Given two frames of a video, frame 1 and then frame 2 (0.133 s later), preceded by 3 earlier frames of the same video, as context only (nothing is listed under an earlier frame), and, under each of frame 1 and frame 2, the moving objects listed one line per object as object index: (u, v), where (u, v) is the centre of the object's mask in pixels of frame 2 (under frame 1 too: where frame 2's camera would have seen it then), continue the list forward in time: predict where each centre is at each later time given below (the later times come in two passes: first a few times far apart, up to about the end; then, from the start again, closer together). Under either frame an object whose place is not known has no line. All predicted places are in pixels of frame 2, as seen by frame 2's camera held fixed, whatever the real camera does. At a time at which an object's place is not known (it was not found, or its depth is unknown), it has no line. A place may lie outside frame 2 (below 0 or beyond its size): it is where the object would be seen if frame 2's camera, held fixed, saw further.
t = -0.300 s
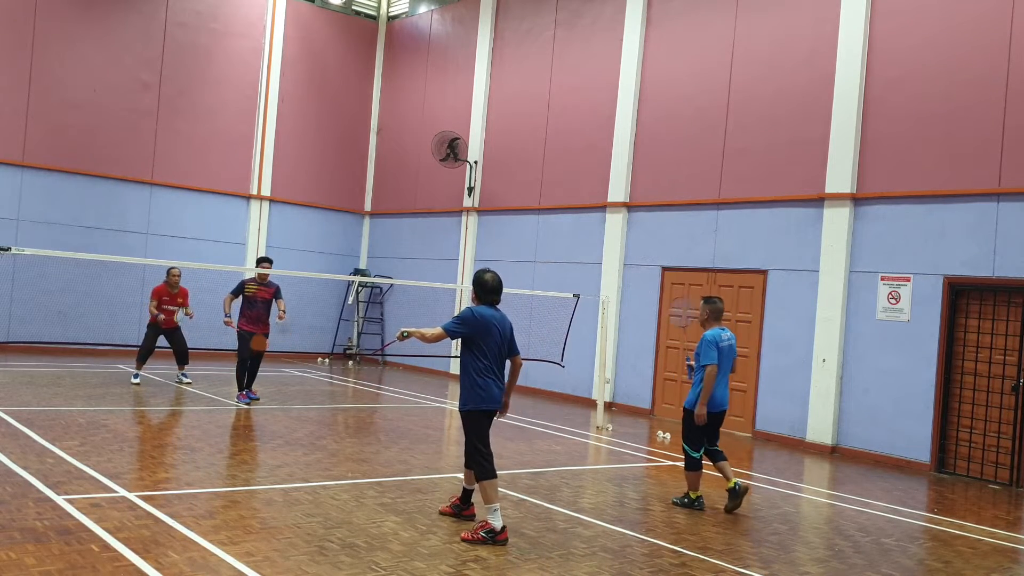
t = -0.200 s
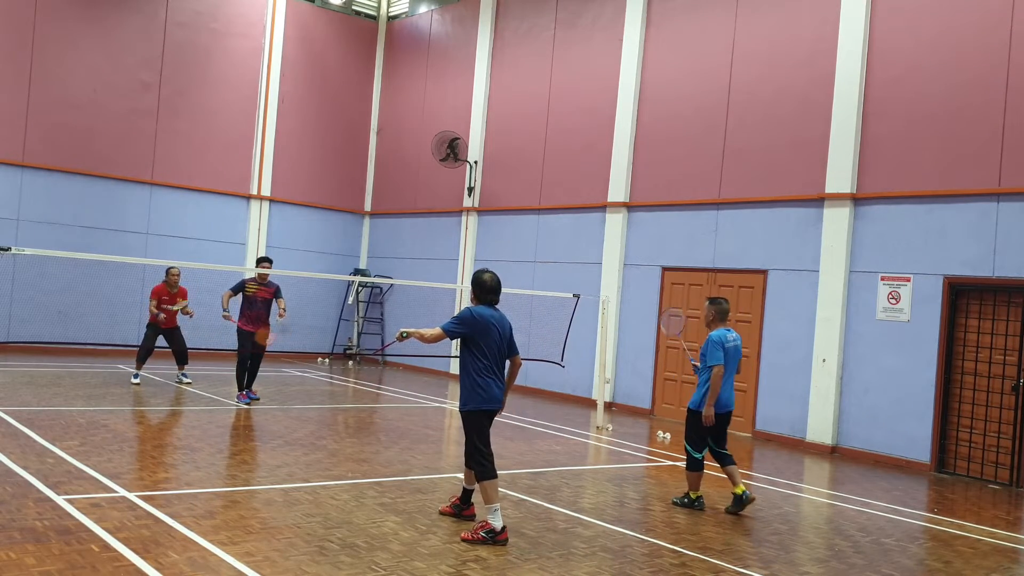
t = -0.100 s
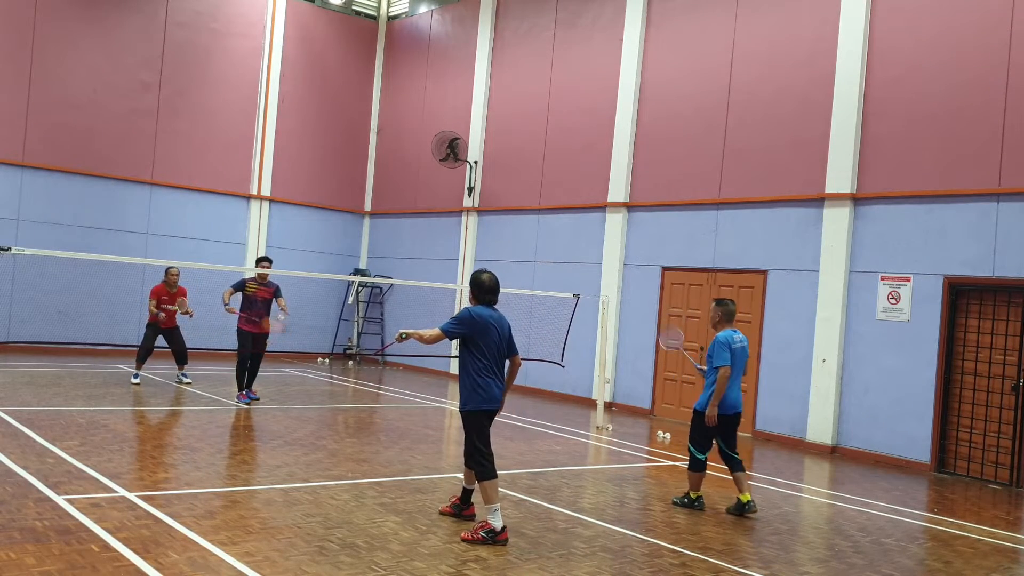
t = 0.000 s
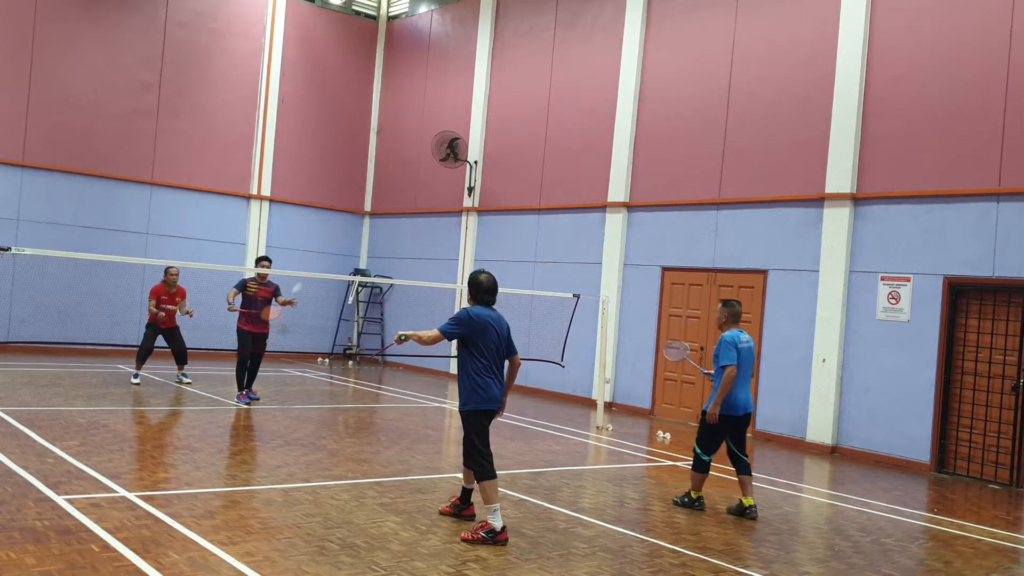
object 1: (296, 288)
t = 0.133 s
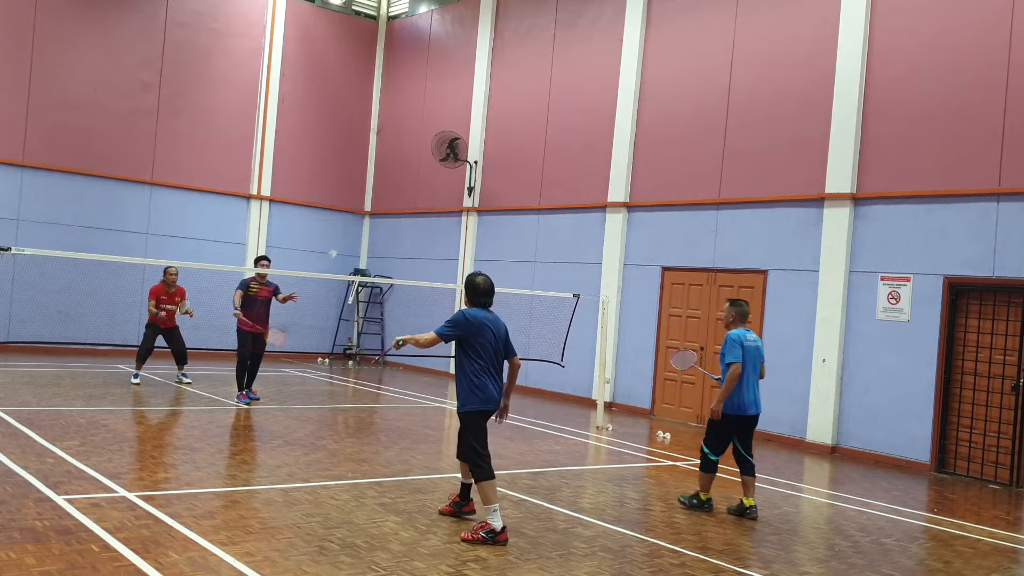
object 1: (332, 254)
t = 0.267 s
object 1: (352, 235)
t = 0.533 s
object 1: (393, 250)
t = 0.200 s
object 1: (342, 243)
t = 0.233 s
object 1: (346, 238)
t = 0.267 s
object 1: (352, 235)
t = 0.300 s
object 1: (357, 234)
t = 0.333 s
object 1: (363, 232)
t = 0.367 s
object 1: (369, 232)
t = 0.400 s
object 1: (374, 234)
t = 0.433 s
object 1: (379, 236)
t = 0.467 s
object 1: (384, 239)
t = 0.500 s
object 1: (389, 244)
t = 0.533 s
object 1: (393, 250)
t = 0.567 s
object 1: (398, 257)
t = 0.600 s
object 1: (403, 265)
